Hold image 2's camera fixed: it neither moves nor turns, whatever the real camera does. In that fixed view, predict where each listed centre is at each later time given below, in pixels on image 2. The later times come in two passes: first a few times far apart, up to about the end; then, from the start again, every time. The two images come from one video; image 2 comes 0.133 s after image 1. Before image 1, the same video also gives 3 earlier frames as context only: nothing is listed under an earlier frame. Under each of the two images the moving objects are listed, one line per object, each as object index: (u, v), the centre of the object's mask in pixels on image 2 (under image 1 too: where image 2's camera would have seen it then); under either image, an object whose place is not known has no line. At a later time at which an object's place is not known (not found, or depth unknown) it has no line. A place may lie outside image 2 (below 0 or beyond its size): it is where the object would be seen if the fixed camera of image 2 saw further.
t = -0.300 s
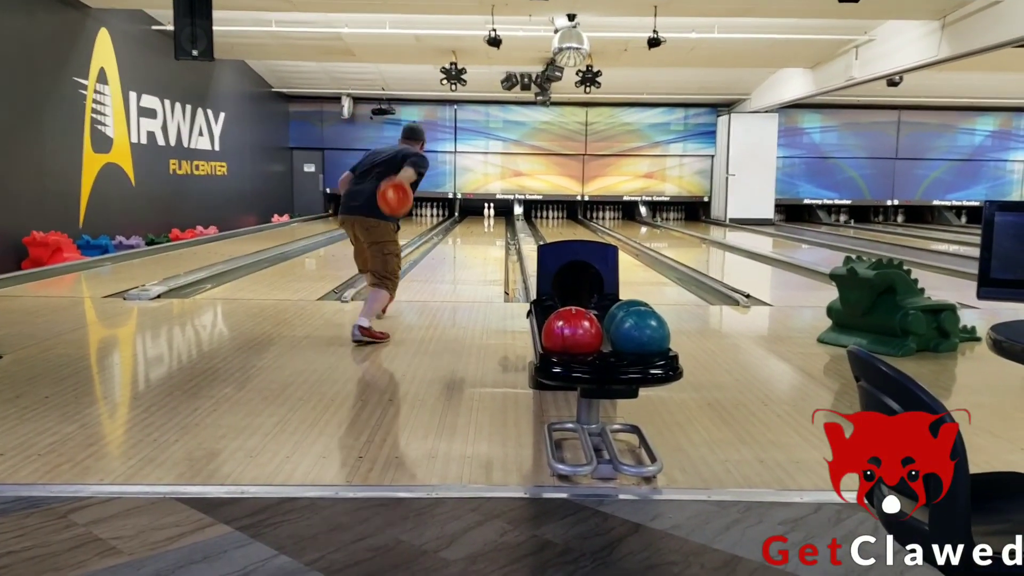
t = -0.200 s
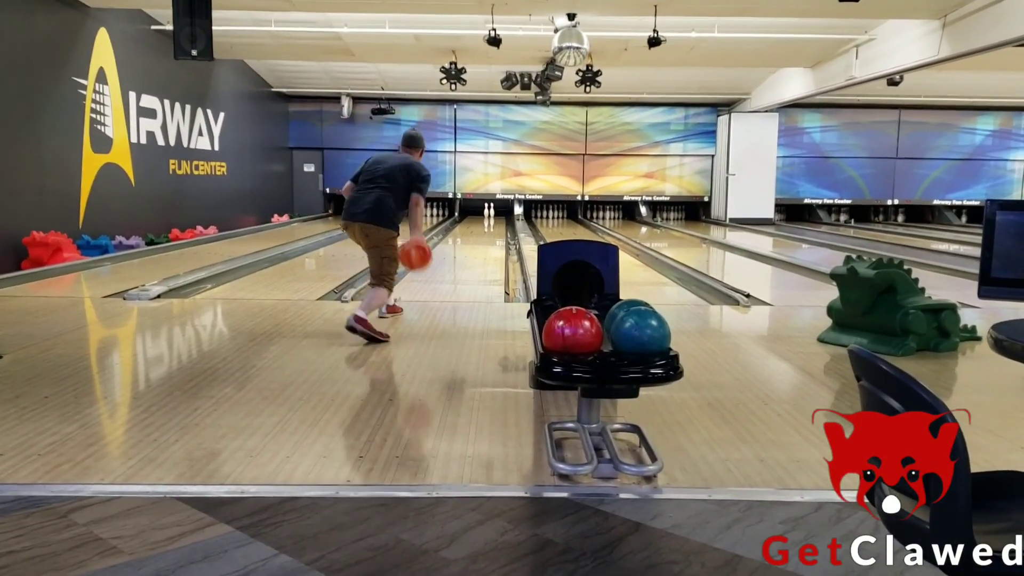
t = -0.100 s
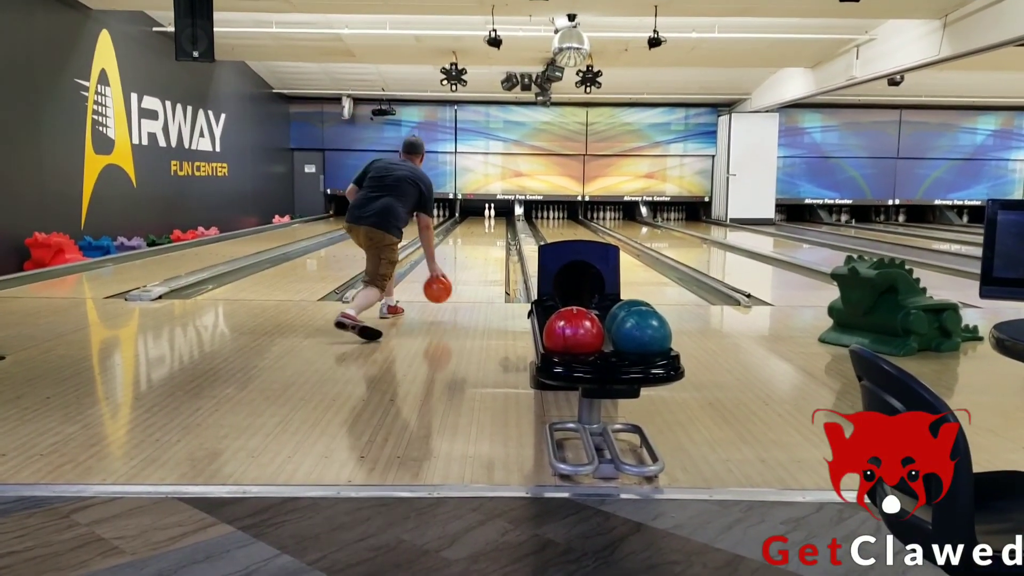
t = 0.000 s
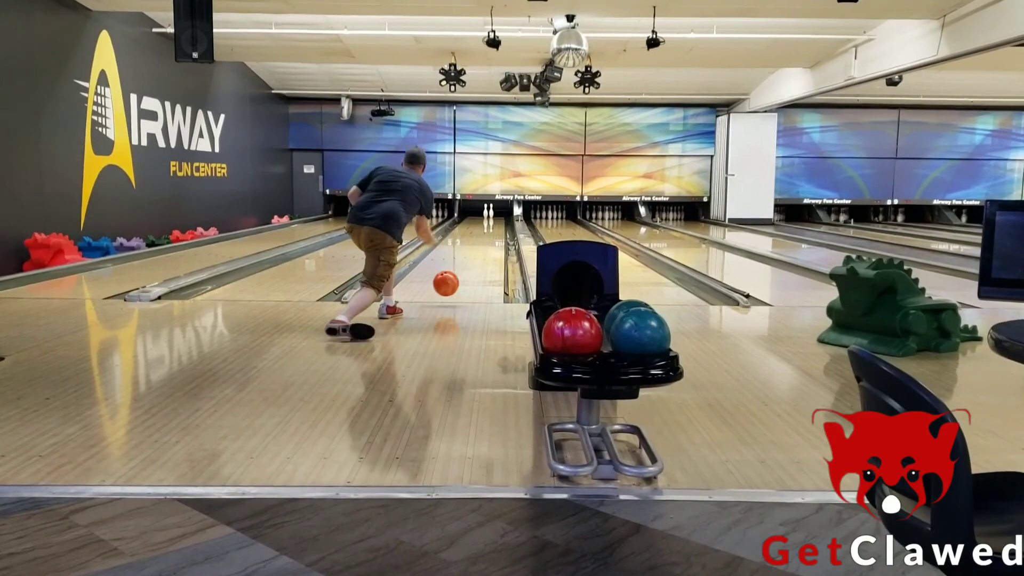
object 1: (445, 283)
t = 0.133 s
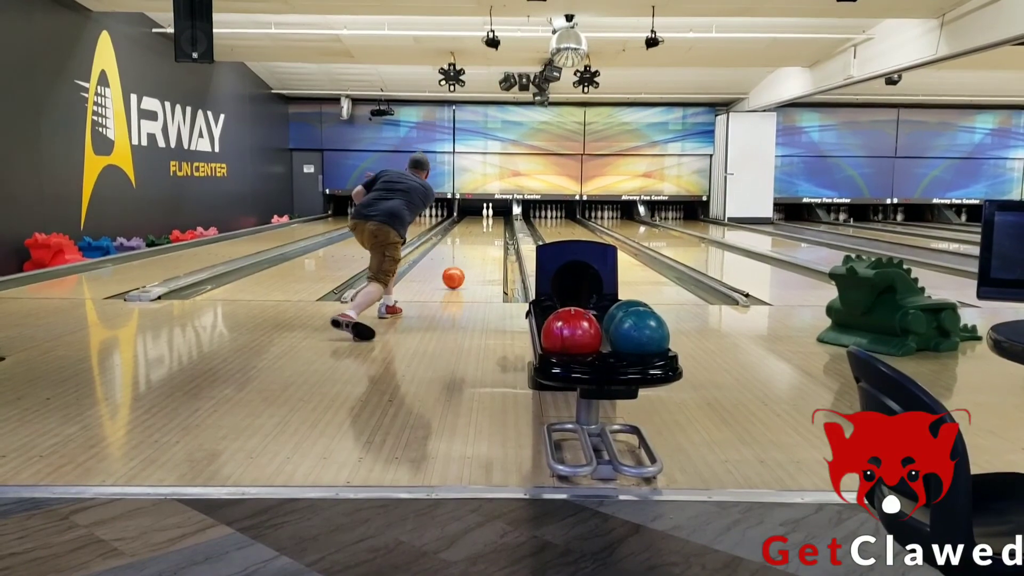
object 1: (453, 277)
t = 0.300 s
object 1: (460, 264)
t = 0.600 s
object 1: (469, 248)
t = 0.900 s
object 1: (474, 236)
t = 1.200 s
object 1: (478, 228)
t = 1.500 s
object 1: (480, 223)
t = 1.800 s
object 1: (482, 218)
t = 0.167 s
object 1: (455, 275)
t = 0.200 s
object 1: (456, 272)
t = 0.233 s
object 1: (458, 269)
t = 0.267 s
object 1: (459, 267)
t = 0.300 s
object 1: (460, 264)
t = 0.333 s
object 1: (462, 262)
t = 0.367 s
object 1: (463, 260)
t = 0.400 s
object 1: (464, 258)
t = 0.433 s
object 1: (465, 256)
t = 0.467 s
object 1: (466, 254)
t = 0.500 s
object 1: (467, 252)
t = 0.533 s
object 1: (468, 251)
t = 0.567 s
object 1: (468, 249)
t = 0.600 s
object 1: (469, 248)
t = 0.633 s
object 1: (469, 246)
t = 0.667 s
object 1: (470, 244)
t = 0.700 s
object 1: (471, 243)
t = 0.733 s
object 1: (471, 242)
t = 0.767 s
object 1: (472, 241)
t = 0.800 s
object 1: (473, 240)
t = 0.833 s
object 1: (473, 238)
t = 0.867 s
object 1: (474, 237)
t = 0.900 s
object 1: (474, 236)
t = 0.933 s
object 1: (474, 236)
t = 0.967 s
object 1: (475, 235)
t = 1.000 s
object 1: (476, 233)
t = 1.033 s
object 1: (476, 232)
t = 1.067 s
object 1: (477, 231)
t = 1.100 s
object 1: (477, 231)
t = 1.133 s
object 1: (477, 230)
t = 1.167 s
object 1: (477, 229)
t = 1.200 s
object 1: (478, 228)
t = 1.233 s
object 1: (478, 228)
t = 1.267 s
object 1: (478, 227)
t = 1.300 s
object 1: (478, 226)
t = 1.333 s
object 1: (479, 226)
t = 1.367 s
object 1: (479, 225)
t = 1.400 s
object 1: (479, 224)
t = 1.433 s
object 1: (480, 224)
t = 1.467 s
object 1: (480, 223)
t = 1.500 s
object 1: (480, 223)
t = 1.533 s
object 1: (481, 222)
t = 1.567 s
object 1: (481, 222)
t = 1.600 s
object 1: (481, 221)
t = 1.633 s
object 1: (481, 220)
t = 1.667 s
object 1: (481, 220)
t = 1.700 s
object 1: (481, 219)
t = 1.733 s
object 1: (481, 219)
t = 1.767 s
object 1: (482, 219)
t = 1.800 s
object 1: (482, 218)
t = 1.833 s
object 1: (482, 218)
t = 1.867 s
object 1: (482, 218)
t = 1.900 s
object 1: (482, 217)
